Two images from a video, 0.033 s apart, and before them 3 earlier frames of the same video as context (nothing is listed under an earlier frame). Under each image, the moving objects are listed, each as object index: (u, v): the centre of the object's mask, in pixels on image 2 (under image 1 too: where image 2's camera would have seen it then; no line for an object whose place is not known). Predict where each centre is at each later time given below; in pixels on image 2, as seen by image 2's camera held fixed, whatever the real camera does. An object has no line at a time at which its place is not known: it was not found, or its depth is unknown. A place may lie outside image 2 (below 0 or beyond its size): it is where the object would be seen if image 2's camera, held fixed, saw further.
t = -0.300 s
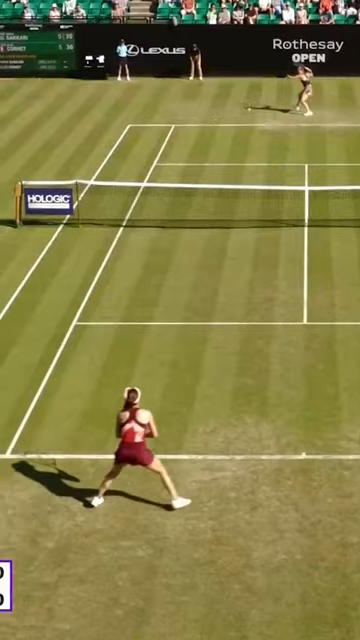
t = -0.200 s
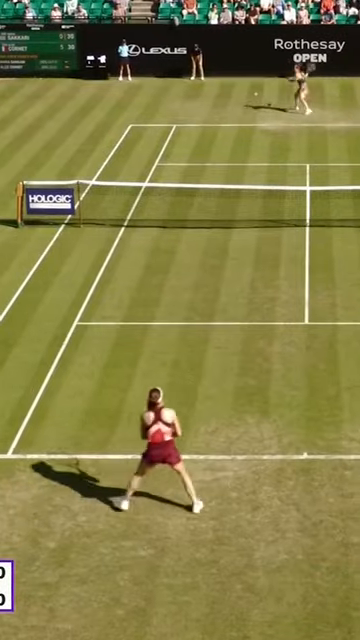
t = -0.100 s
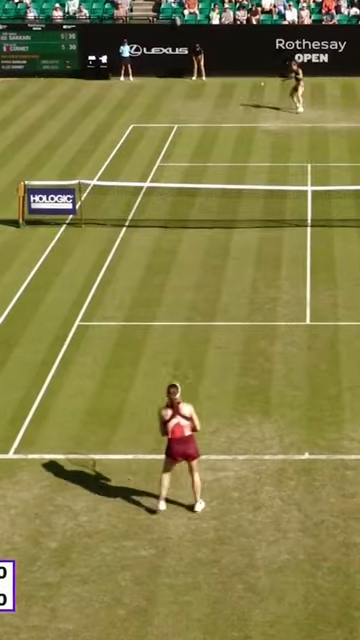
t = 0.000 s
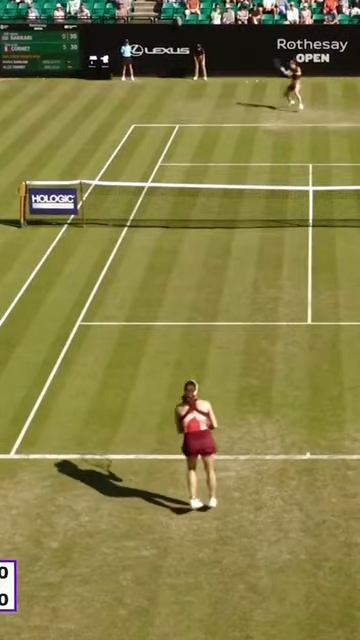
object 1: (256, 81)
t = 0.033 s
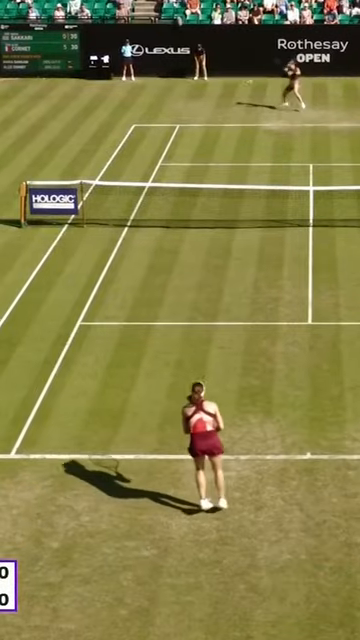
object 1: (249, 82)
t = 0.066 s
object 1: (247, 82)
